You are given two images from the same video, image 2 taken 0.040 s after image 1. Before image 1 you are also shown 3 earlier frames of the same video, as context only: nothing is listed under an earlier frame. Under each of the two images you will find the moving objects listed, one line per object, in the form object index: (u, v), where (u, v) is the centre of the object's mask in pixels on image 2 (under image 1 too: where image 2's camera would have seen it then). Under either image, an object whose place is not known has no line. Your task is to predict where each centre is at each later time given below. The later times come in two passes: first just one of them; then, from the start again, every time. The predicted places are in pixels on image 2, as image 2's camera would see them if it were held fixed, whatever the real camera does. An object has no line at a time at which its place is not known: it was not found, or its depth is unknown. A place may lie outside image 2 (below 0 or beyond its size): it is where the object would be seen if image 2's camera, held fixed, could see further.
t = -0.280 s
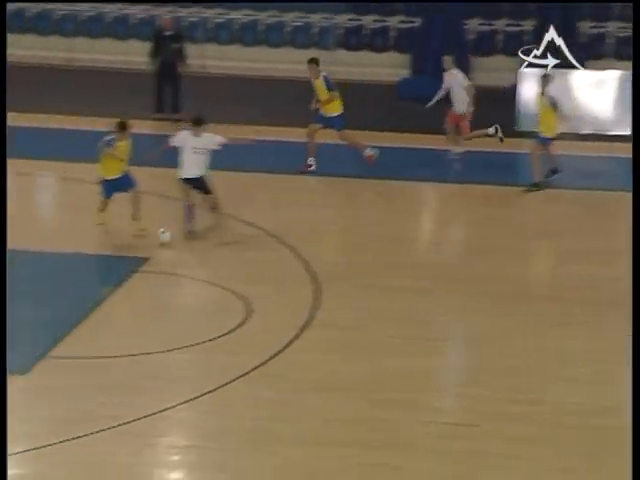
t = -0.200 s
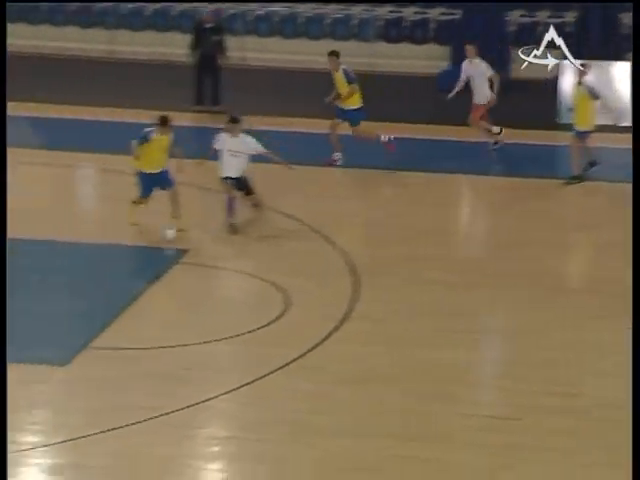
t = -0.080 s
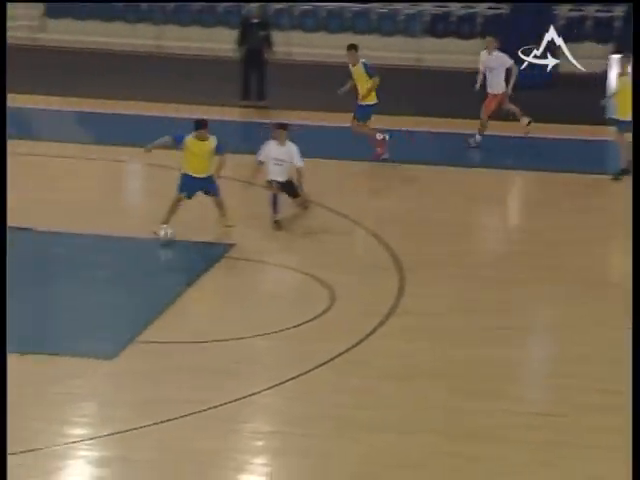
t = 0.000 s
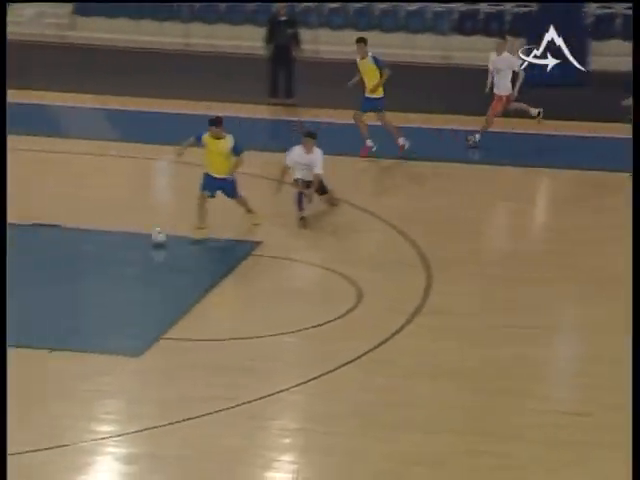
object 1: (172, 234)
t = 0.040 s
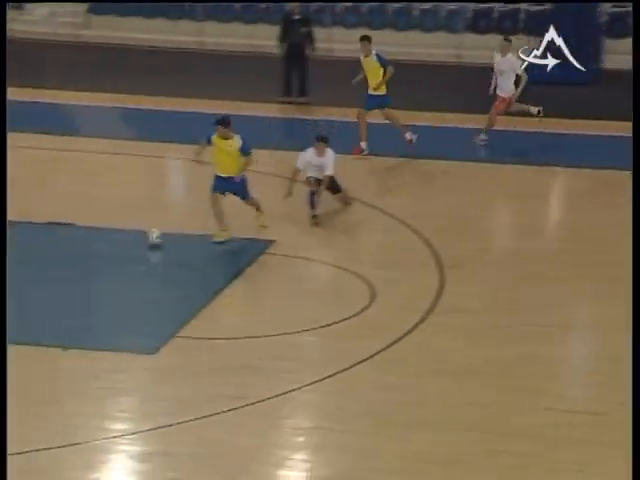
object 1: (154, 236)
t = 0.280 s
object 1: (49, 250)
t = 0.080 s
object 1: (137, 238)
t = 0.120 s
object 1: (120, 240)
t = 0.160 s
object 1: (102, 243)
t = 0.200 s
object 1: (85, 244)
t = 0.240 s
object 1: (67, 247)
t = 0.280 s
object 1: (49, 250)
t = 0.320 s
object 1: (31, 251)
